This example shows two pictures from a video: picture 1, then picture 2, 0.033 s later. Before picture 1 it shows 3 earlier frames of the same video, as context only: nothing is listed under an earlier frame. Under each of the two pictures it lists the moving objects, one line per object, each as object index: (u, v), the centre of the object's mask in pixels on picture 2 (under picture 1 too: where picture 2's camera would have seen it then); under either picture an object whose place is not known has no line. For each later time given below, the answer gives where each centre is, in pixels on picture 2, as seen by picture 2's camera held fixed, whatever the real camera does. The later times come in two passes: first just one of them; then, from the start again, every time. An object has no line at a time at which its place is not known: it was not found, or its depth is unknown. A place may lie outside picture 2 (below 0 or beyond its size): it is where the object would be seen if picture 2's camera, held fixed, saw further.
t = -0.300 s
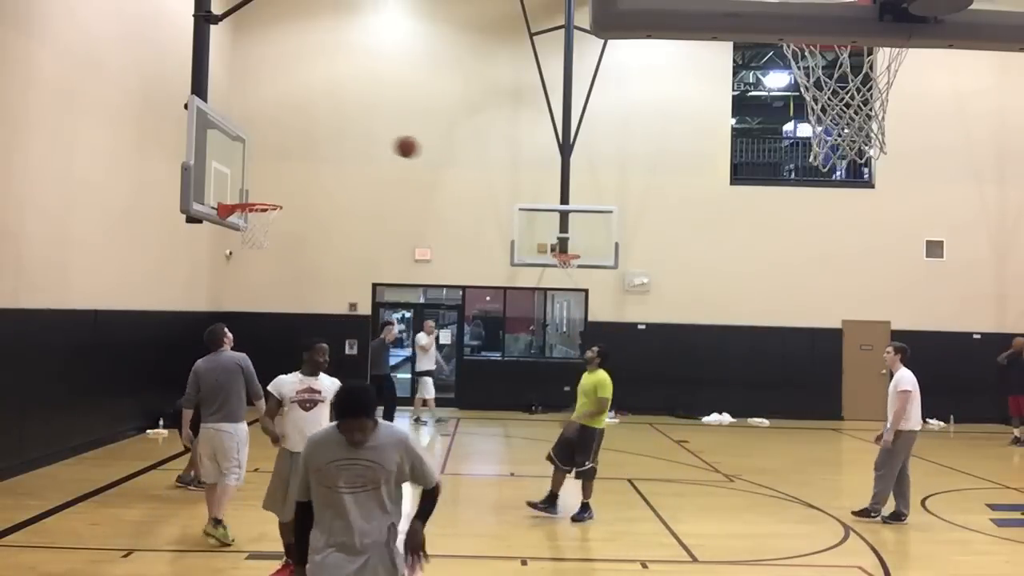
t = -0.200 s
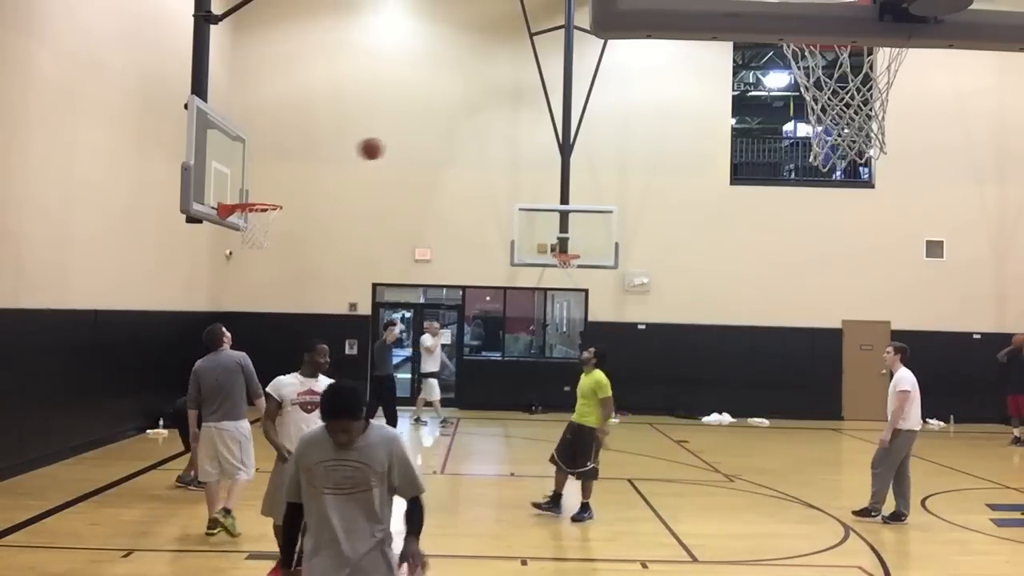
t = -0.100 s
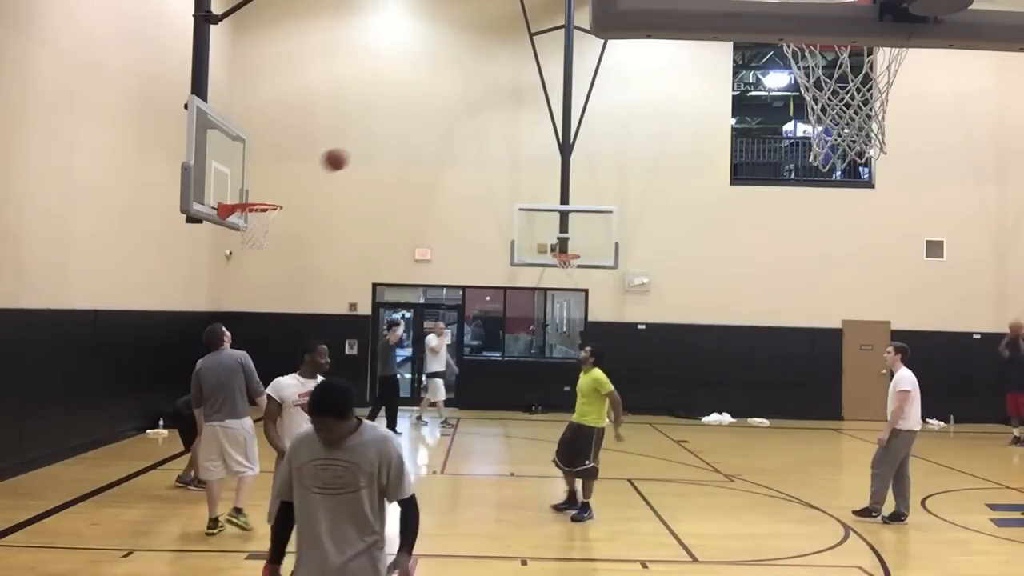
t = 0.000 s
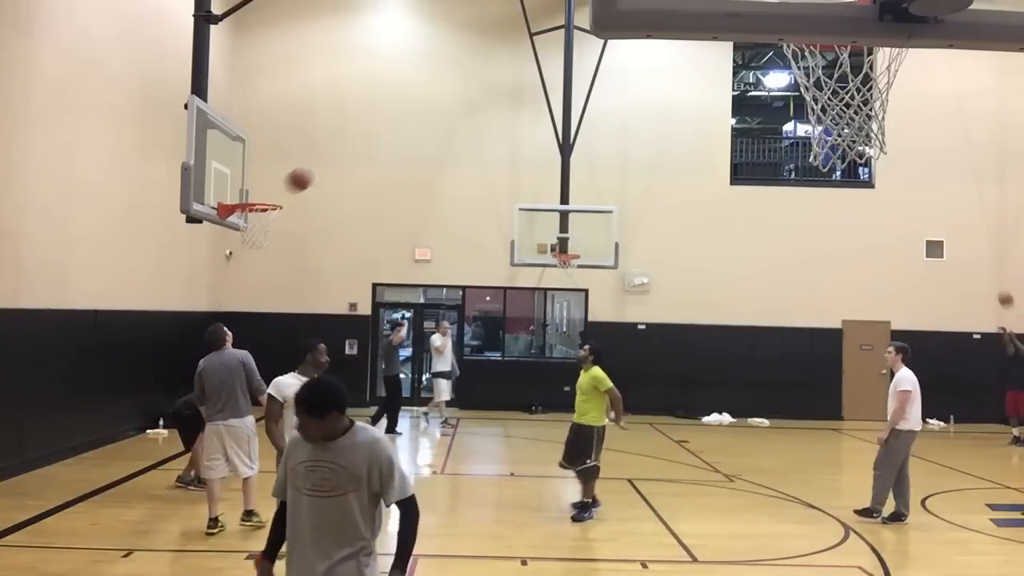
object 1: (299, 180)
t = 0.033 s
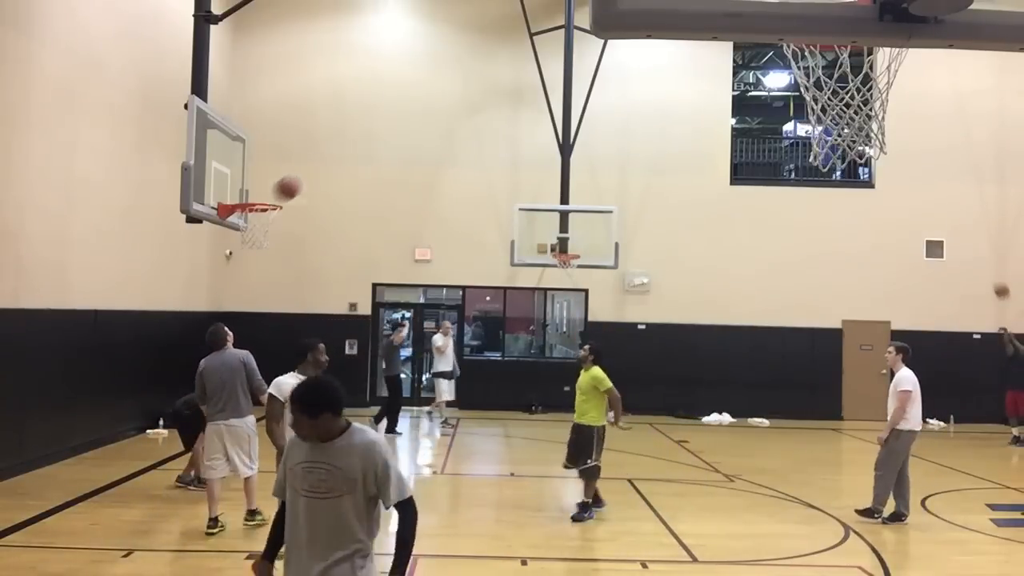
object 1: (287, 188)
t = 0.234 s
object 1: (251, 206)
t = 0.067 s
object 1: (276, 195)
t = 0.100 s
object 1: (269, 196)
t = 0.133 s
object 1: (261, 196)
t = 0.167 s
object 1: (254, 197)
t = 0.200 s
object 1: (249, 206)
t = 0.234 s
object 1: (251, 206)
